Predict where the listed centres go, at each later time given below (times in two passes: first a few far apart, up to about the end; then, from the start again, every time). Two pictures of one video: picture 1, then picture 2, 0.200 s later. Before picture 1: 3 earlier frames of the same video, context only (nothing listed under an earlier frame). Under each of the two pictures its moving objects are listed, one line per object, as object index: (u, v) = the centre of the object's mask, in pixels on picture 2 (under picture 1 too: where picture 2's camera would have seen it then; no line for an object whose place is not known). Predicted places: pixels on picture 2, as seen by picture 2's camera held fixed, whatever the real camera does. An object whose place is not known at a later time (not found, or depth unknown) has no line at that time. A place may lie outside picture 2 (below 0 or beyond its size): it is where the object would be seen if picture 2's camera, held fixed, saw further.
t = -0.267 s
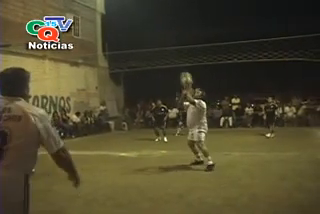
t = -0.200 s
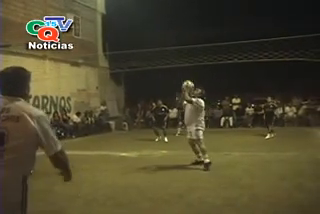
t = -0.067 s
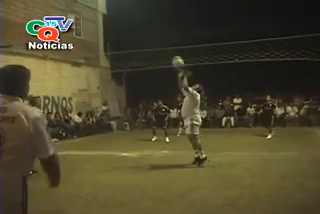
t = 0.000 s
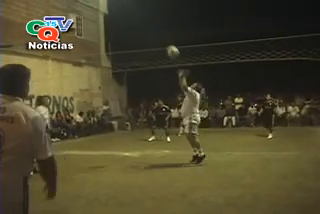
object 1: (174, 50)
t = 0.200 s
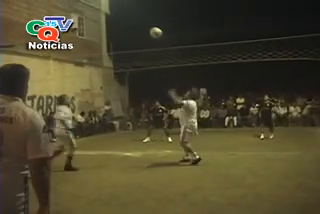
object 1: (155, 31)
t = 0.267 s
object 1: (150, 29)
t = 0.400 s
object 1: (139, 30)
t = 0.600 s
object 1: (124, 45)
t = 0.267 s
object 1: (150, 29)
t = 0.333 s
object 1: (144, 29)
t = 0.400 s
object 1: (139, 30)
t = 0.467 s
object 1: (134, 34)
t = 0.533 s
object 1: (129, 39)
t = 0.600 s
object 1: (124, 45)
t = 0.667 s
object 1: (119, 55)
